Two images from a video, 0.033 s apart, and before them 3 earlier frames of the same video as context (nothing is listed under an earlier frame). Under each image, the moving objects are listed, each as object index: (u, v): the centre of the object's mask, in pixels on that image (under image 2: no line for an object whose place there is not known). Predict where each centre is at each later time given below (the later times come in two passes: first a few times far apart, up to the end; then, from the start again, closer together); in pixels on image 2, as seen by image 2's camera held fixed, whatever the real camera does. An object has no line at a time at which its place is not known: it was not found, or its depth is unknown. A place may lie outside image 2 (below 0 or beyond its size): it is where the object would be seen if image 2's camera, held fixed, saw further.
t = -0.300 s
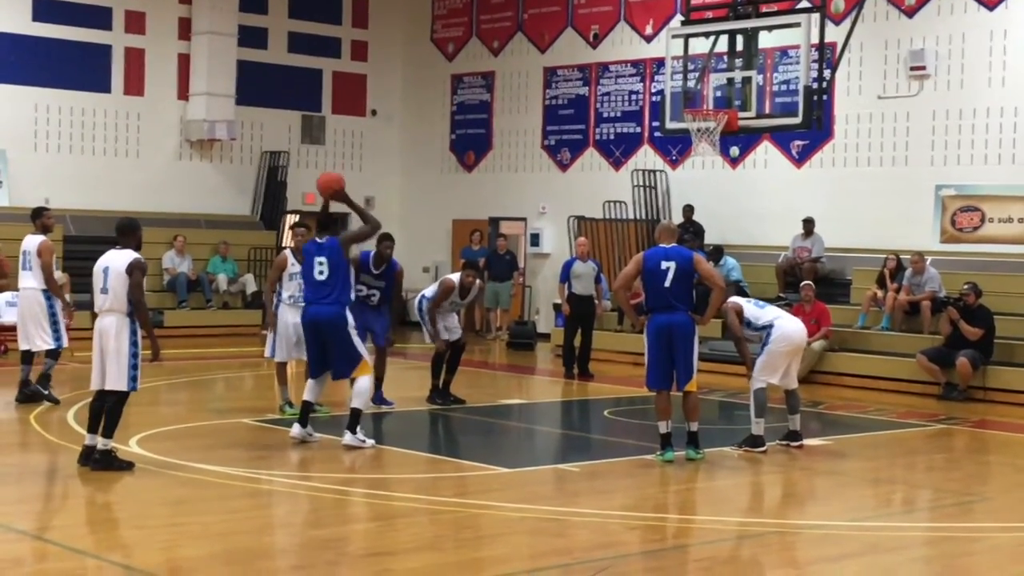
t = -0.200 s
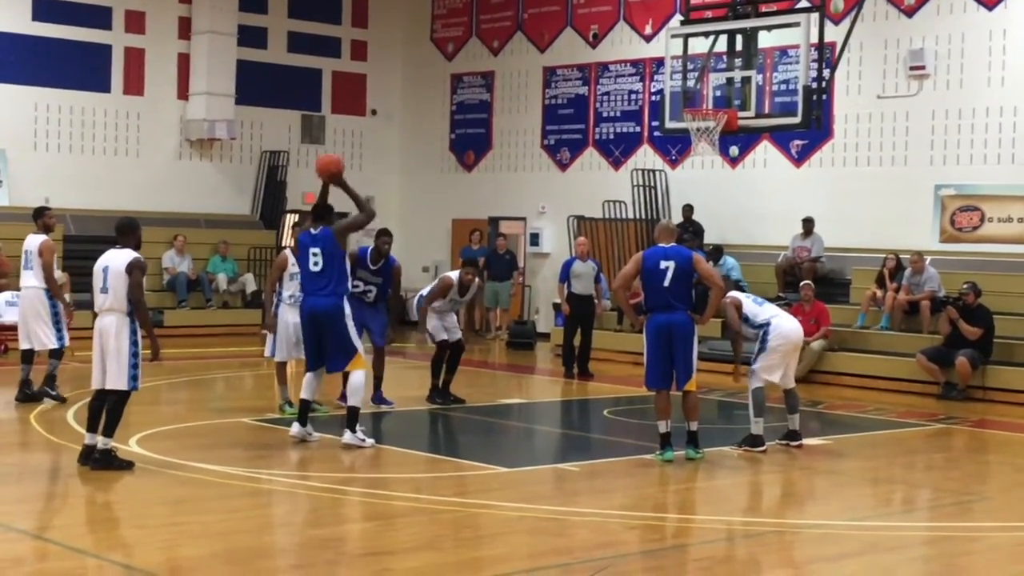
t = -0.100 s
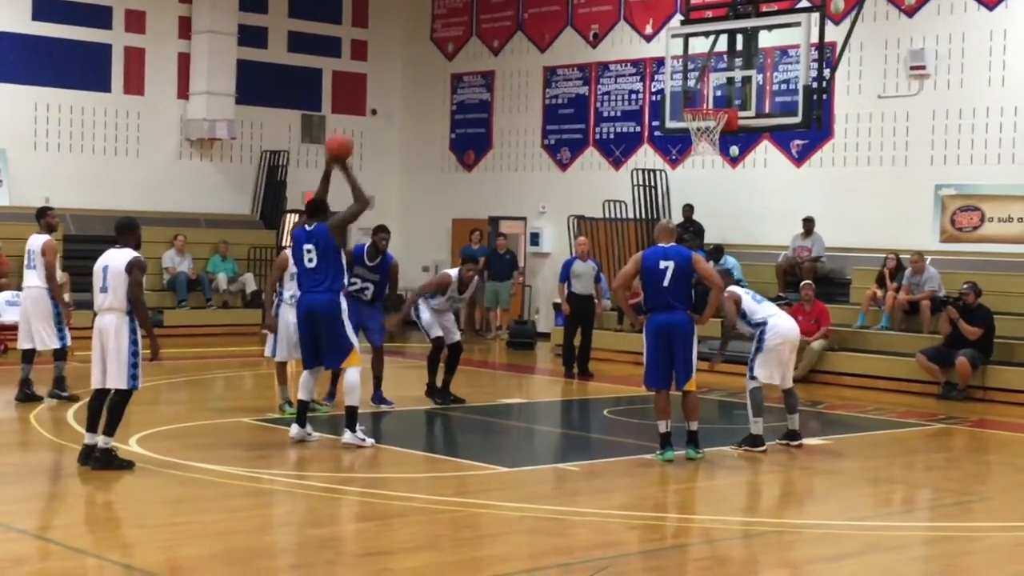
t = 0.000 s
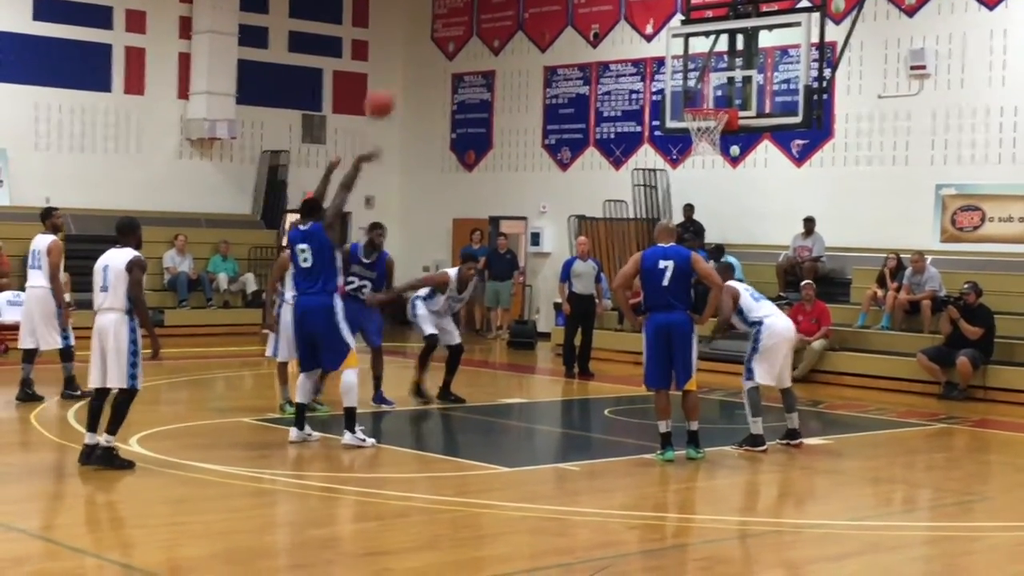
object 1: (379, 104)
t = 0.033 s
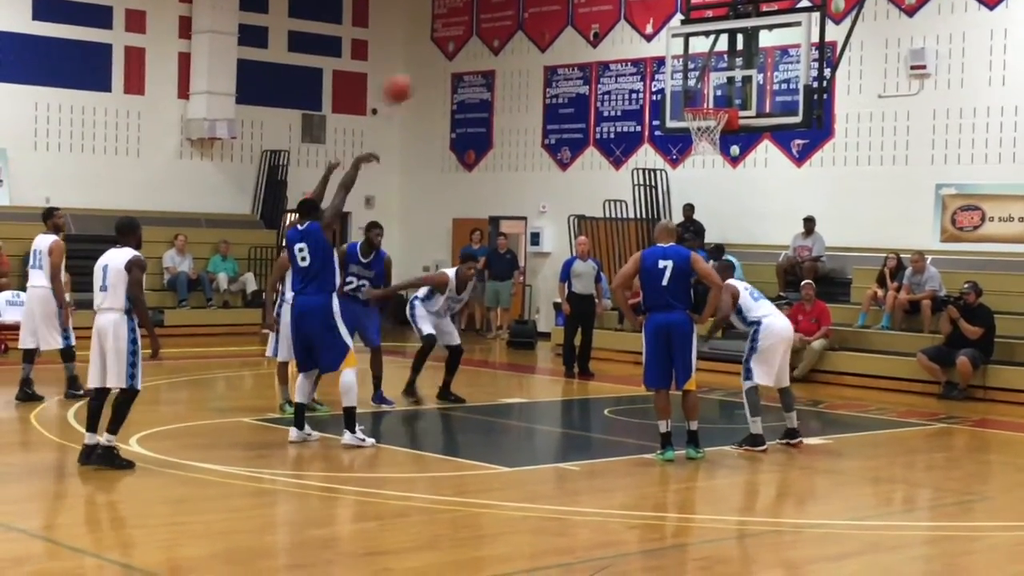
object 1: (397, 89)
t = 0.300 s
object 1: (524, 29)
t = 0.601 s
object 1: (644, 52)
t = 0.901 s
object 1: (710, 147)
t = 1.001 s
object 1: (699, 178)
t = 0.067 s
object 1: (414, 77)
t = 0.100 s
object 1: (431, 66)
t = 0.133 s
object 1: (447, 56)
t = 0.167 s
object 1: (463, 48)
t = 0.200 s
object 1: (478, 42)
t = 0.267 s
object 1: (509, 32)
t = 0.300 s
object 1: (524, 29)
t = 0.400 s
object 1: (565, 27)
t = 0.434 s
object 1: (579, 29)
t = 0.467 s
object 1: (592, 31)
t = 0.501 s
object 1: (606, 36)
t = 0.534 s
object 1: (620, 41)
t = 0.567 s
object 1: (632, 47)
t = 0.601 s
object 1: (644, 52)
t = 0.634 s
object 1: (659, 61)
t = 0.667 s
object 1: (669, 70)
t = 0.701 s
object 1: (681, 80)
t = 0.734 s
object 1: (692, 88)
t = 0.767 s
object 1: (704, 100)
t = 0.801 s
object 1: (717, 116)
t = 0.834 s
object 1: (720, 127)
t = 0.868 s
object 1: (715, 144)
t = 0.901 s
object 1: (710, 147)
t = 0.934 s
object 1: (708, 154)
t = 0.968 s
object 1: (704, 166)
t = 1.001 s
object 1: (699, 178)
